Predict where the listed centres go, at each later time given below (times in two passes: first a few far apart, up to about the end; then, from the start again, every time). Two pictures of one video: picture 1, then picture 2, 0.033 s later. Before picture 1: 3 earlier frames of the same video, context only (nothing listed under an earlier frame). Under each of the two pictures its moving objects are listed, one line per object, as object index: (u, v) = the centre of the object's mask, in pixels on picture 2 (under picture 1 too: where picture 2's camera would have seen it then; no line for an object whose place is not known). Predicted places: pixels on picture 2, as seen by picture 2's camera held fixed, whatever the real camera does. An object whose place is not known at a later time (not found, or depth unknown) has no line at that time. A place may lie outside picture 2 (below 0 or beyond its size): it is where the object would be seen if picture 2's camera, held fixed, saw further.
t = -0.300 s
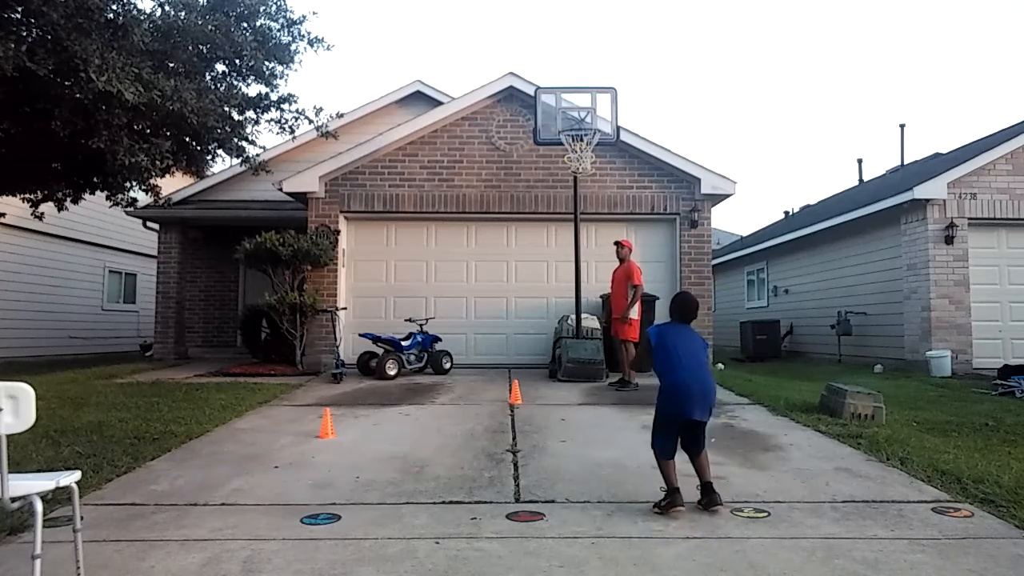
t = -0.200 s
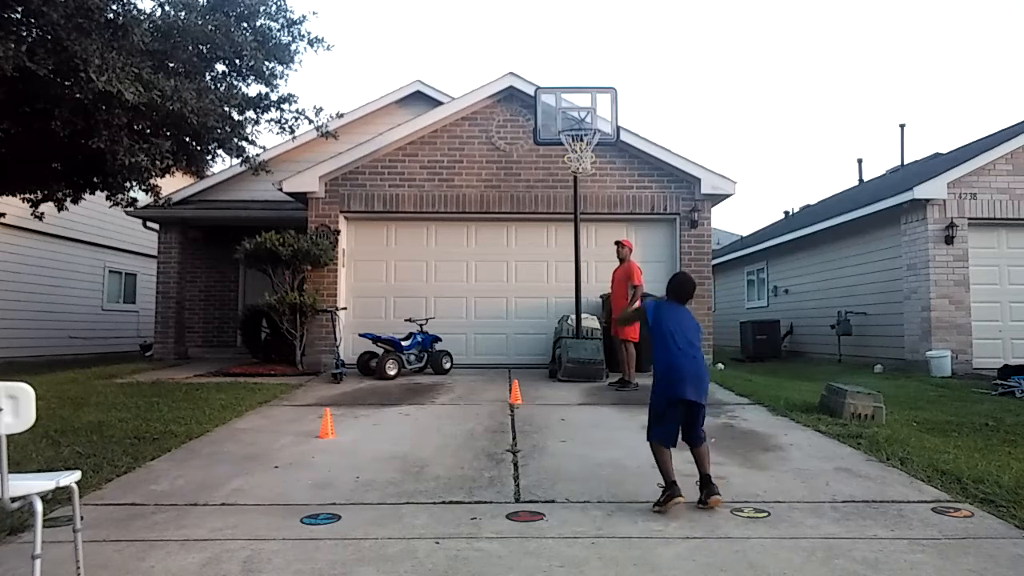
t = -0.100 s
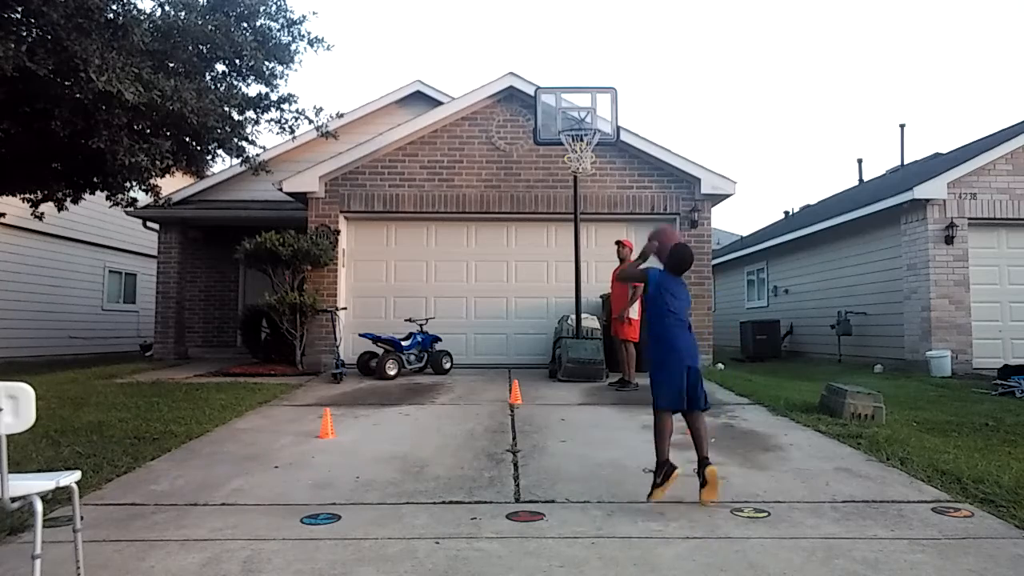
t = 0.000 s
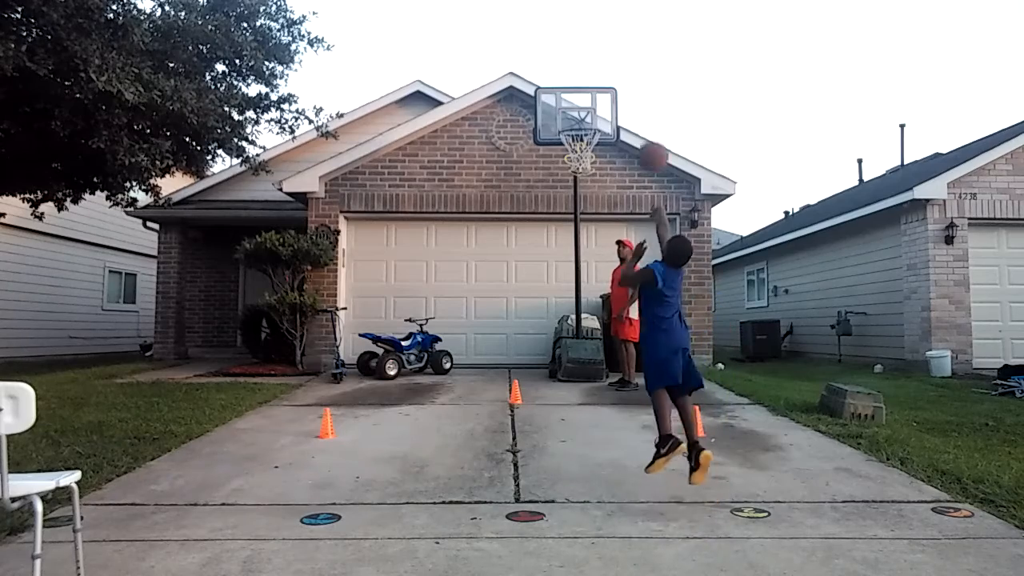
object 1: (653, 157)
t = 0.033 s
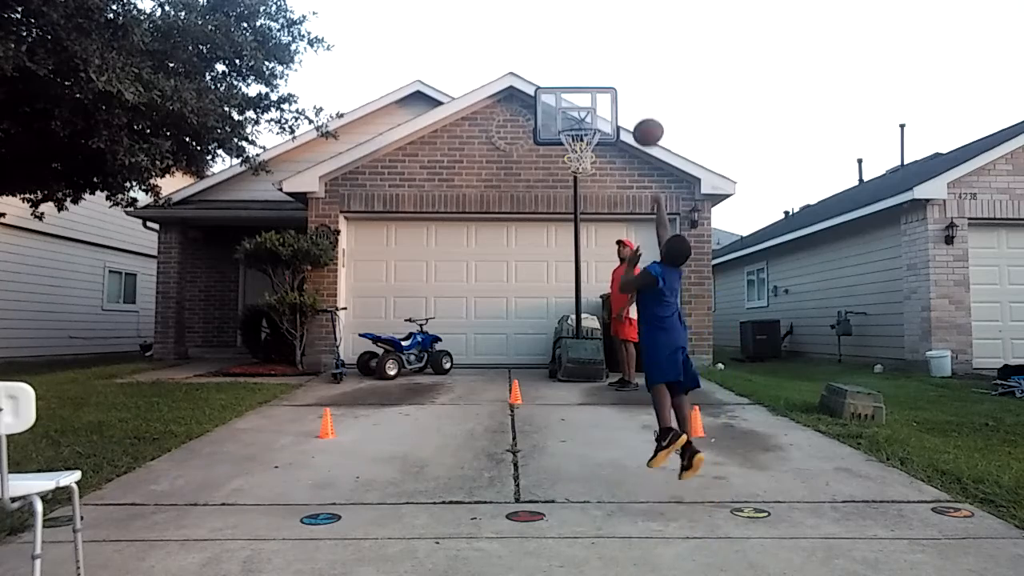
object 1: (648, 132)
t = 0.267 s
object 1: (624, 29)
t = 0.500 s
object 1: (606, 8)
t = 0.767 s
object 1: (592, 44)
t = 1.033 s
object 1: (582, 127)
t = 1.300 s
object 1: (581, 162)
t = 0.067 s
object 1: (644, 111)
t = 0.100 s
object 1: (640, 92)
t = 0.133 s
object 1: (636, 76)
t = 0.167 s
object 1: (633, 61)
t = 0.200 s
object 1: (630, 49)
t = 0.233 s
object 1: (627, 38)
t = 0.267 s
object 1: (624, 29)
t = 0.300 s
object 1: (621, 22)
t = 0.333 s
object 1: (618, 16)
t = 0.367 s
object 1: (615, 12)
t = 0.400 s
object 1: (613, 10)
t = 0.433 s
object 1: (611, 8)
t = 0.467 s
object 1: (609, 8)
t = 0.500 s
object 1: (606, 8)
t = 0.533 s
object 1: (604, 9)
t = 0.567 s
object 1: (602, 10)
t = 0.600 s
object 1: (601, 13)
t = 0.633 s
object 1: (599, 18)
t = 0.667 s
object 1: (597, 23)
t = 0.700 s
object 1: (595, 29)
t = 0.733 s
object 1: (594, 36)
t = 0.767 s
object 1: (592, 44)
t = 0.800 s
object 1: (590, 52)
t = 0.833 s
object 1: (589, 61)
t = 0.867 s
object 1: (587, 71)
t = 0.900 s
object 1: (586, 82)
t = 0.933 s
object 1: (584, 93)
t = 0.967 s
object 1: (583, 105)
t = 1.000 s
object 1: (582, 117)
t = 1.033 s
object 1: (582, 127)
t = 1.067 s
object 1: (581, 140)
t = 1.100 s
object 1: (581, 146)
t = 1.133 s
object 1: (580, 151)
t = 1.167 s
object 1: (581, 152)
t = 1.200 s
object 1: (580, 153)
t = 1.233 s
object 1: (581, 155)
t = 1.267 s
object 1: (581, 156)
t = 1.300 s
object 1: (581, 162)
